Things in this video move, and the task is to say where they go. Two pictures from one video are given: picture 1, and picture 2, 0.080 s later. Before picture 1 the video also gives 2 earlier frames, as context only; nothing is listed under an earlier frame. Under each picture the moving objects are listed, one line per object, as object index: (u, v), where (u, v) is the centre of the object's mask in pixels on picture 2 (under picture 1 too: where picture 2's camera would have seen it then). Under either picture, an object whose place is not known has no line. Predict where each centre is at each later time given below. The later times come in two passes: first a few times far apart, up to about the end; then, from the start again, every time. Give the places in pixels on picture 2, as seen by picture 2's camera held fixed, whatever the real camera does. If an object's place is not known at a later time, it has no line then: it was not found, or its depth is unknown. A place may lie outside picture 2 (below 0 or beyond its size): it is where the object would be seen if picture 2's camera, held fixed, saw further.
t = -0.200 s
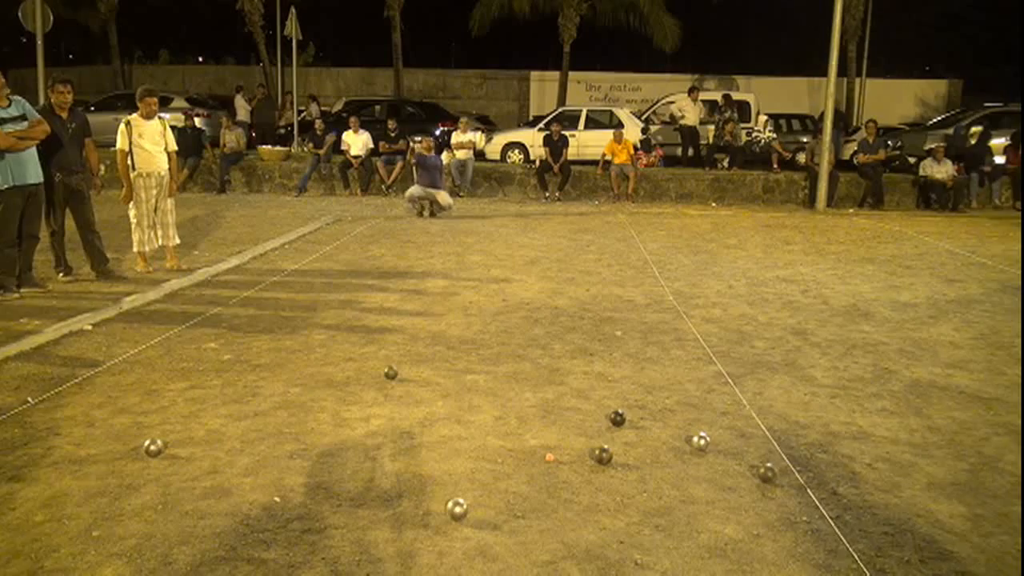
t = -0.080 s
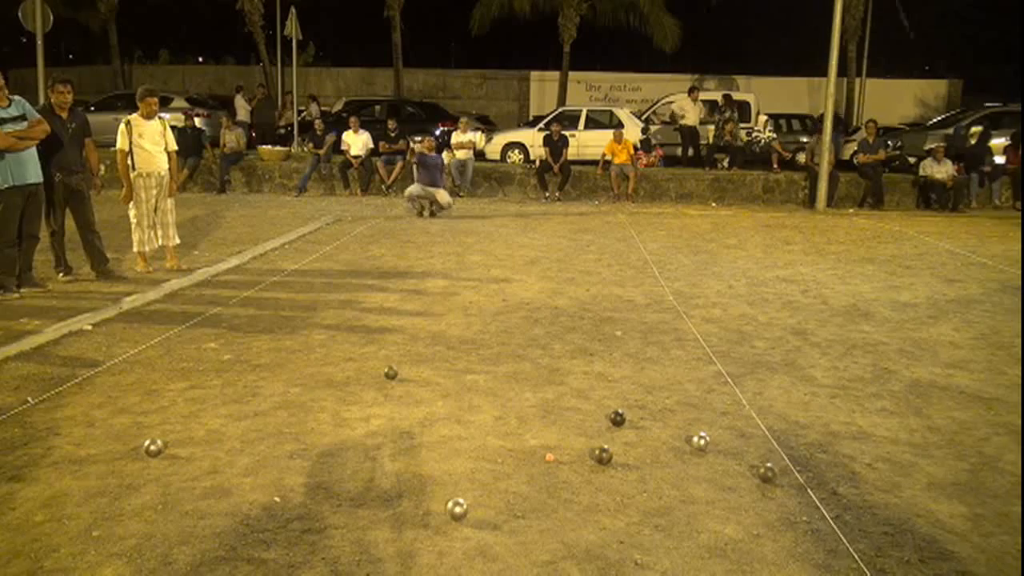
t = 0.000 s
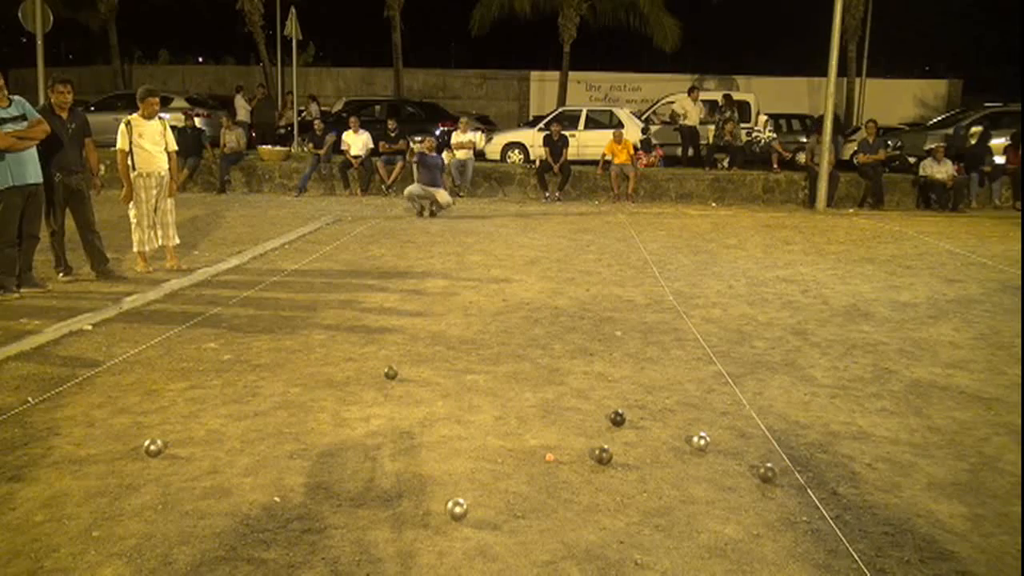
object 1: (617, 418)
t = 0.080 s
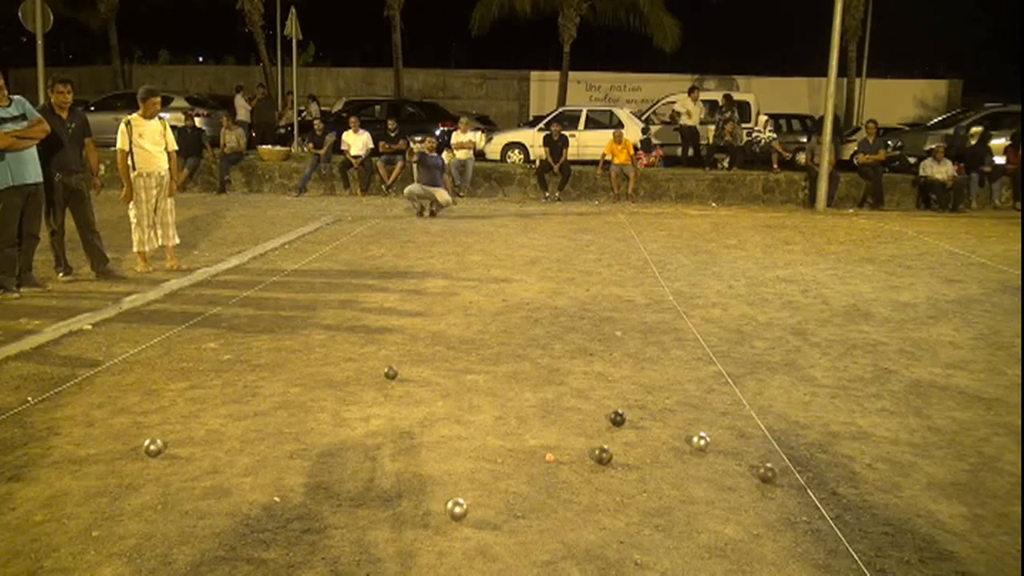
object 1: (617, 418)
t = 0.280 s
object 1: (617, 418)
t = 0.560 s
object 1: (617, 418)
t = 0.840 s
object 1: (617, 418)
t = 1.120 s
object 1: (617, 418)
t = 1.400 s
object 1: (622, 419)
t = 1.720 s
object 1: (630, 420)
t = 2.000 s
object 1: (627, 419)
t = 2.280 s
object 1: (626, 419)
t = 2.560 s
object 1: (626, 419)
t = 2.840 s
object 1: (626, 419)
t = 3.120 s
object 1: (626, 419)
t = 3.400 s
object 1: (626, 419)
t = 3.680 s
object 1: (626, 419)
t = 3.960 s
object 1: (627, 419)
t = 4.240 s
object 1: (627, 419)
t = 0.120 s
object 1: (617, 418)
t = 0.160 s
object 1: (617, 418)
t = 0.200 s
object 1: (617, 418)
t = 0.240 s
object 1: (617, 418)
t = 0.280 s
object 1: (617, 418)
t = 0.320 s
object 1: (617, 418)
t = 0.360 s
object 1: (617, 418)
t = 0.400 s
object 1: (617, 418)
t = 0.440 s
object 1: (617, 418)
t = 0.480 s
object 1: (617, 418)
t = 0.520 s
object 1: (617, 418)
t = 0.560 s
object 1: (617, 418)
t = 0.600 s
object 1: (617, 418)
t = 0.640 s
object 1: (617, 418)
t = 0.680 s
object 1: (617, 418)
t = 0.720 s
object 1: (617, 418)
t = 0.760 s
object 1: (617, 418)
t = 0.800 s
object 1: (617, 418)
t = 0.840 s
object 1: (617, 418)
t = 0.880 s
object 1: (617, 418)
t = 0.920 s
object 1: (617, 418)
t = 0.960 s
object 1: (617, 417)
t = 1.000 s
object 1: (617, 418)
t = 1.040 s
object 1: (617, 418)
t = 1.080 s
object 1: (617, 418)
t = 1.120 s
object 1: (617, 418)
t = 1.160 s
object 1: (617, 418)
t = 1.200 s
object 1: (617, 418)
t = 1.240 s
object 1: (617, 418)
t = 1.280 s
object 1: (617, 418)
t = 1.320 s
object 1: (619, 419)
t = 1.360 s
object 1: (620, 419)
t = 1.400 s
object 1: (622, 419)
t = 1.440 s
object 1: (622, 419)
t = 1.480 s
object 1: (624, 420)
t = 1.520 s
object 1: (625, 420)
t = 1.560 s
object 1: (626, 420)
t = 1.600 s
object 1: (627, 420)
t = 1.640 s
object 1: (628, 420)
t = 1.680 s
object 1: (629, 420)
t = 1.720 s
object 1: (630, 420)
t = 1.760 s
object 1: (630, 420)
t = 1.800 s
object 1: (630, 420)
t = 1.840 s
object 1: (629, 420)
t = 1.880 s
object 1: (629, 419)
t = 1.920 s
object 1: (629, 419)
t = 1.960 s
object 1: (628, 419)
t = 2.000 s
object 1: (627, 419)
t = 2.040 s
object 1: (627, 419)
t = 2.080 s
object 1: (626, 419)
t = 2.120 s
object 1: (625, 419)
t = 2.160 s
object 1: (625, 419)
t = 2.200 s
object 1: (625, 419)
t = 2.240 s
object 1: (626, 419)
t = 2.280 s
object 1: (626, 419)
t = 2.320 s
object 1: (626, 419)
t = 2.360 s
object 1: (626, 419)
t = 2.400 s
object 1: (626, 419)
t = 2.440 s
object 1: (626, 419)
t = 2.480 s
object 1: (626, 419)
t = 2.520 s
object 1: (626, 419)
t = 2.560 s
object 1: (626, 419)
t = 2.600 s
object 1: (626, 419)
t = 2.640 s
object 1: (626, 419)
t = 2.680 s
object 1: (626, 419)
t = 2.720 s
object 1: (626, 419)
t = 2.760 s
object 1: (626, 419)
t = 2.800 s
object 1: (626, 419)
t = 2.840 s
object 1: (626, 419)
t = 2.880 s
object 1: (626, 419)
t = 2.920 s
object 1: (626, 419)
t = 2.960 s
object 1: (626, 419)
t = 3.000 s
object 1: (626, 419)
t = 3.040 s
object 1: (626, 419)
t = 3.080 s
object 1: (626, 419)
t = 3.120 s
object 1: (626, 419)
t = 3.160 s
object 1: (626, 419)
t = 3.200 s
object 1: (626, 419)
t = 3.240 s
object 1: (626, 419)
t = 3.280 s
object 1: (626, 419)
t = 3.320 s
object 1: (626, 419)
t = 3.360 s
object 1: (626, 419)
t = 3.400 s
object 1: (626, 419)
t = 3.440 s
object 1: (626, 419)
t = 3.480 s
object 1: (626, 419)
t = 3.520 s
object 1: (626, 419)
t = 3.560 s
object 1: (626, 419)
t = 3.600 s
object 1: (626, 419)
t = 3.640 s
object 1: (626, 419)
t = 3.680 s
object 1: (626, 419)
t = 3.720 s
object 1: (626, 419)
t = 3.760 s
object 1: (627, 419)
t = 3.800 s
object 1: (627, 419)
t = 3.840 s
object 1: (627, 419)
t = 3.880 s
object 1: (628, 419)
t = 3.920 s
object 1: (627, 419)
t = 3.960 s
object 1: (627, 419)
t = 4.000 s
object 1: (627, 419)
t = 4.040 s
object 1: (627, 419)
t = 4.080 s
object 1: (627, 419)
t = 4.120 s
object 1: (627, 419)
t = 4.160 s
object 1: (627, 419)
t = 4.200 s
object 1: (628, 419)
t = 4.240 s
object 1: (627, 419)
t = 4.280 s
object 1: (627, 419)
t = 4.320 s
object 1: (628, 419)
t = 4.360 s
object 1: (628, 419)
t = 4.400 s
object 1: (628, 419)
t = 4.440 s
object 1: (630, 418)
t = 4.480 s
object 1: (630, 419)
